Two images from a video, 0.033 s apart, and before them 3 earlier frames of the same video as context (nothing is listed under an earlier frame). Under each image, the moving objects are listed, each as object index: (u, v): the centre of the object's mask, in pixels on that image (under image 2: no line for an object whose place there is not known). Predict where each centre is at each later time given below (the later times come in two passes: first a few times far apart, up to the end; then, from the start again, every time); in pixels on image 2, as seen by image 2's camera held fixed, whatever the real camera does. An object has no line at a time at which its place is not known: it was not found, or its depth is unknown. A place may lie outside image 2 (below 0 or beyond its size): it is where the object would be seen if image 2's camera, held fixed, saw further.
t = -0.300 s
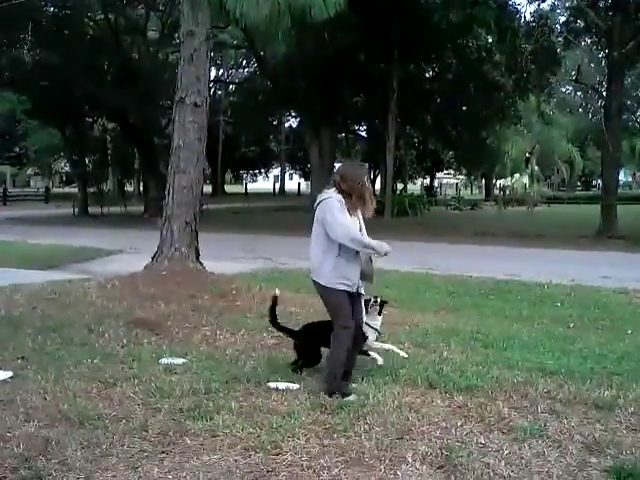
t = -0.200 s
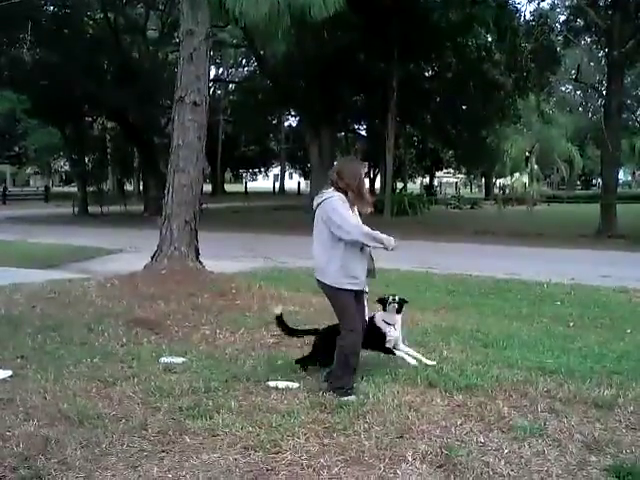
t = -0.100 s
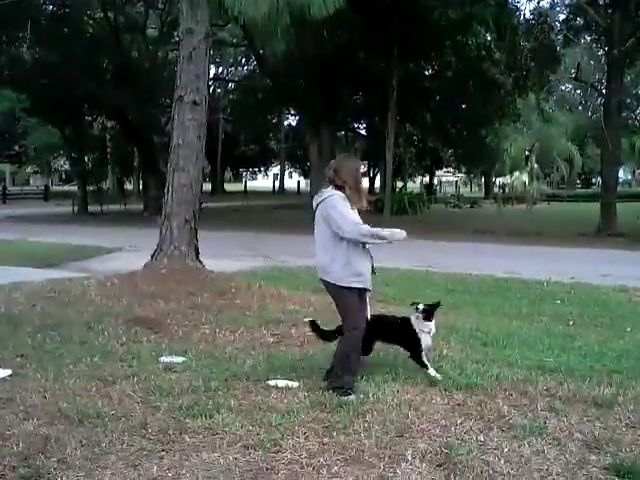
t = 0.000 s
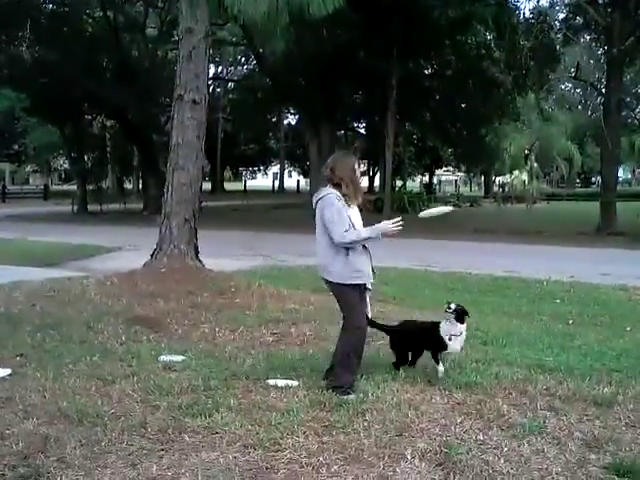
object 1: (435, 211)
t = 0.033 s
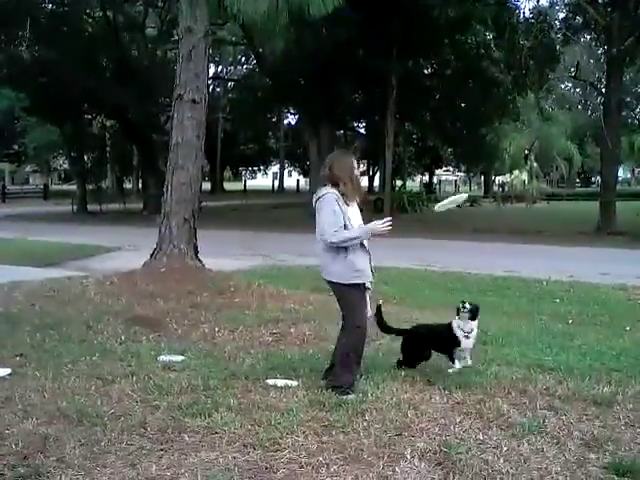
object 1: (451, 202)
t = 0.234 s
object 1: (540, 172)
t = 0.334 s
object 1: (591, 172)
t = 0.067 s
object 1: (466, 194)
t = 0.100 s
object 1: (480, 187)
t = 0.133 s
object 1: (497, 182)
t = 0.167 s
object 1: (510, 178)
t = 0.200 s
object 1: (531, 172)
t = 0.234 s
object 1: (540, 172)
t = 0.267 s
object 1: (554, 171)
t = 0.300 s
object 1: (570, 171)
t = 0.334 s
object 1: (591, 172)
